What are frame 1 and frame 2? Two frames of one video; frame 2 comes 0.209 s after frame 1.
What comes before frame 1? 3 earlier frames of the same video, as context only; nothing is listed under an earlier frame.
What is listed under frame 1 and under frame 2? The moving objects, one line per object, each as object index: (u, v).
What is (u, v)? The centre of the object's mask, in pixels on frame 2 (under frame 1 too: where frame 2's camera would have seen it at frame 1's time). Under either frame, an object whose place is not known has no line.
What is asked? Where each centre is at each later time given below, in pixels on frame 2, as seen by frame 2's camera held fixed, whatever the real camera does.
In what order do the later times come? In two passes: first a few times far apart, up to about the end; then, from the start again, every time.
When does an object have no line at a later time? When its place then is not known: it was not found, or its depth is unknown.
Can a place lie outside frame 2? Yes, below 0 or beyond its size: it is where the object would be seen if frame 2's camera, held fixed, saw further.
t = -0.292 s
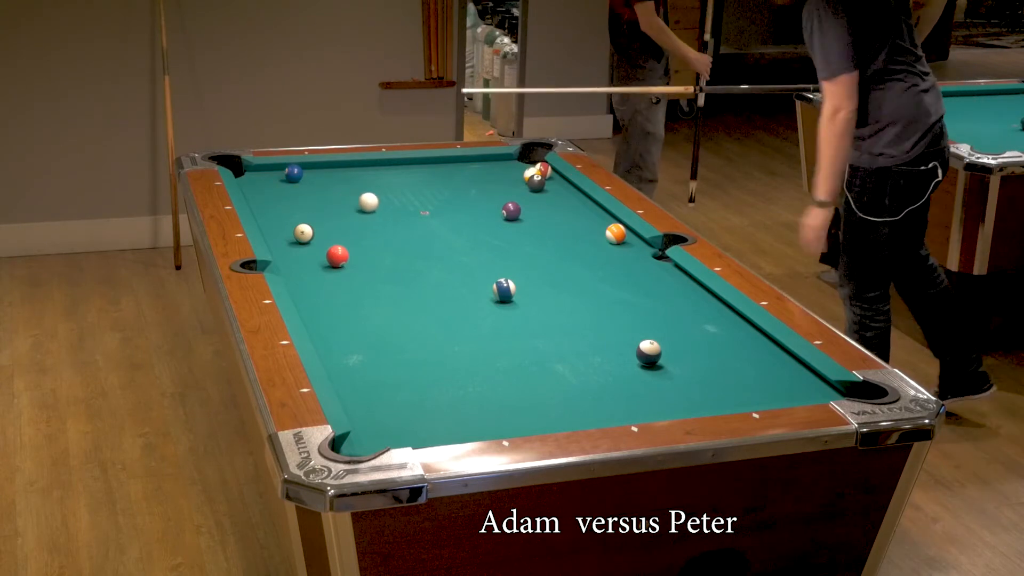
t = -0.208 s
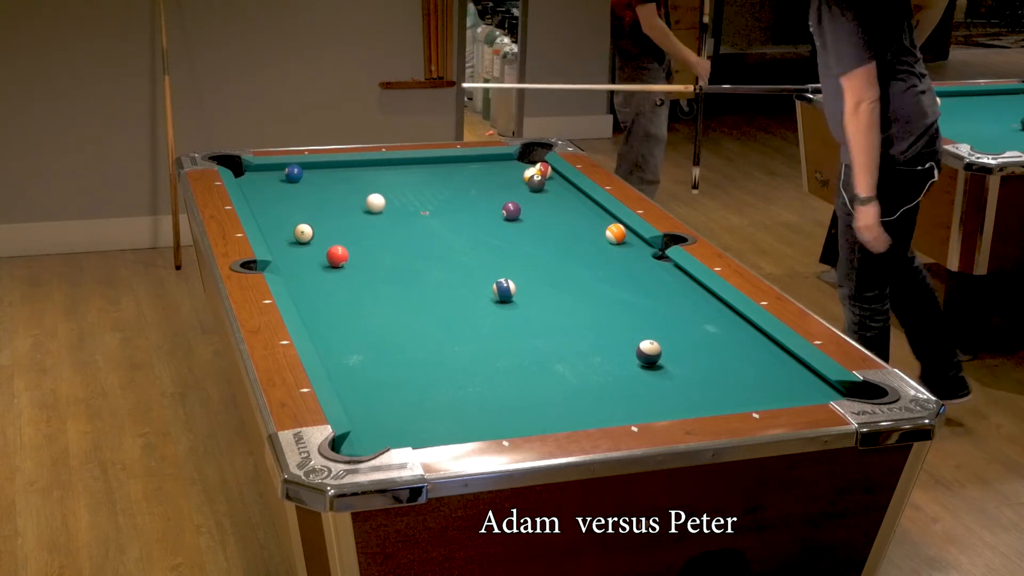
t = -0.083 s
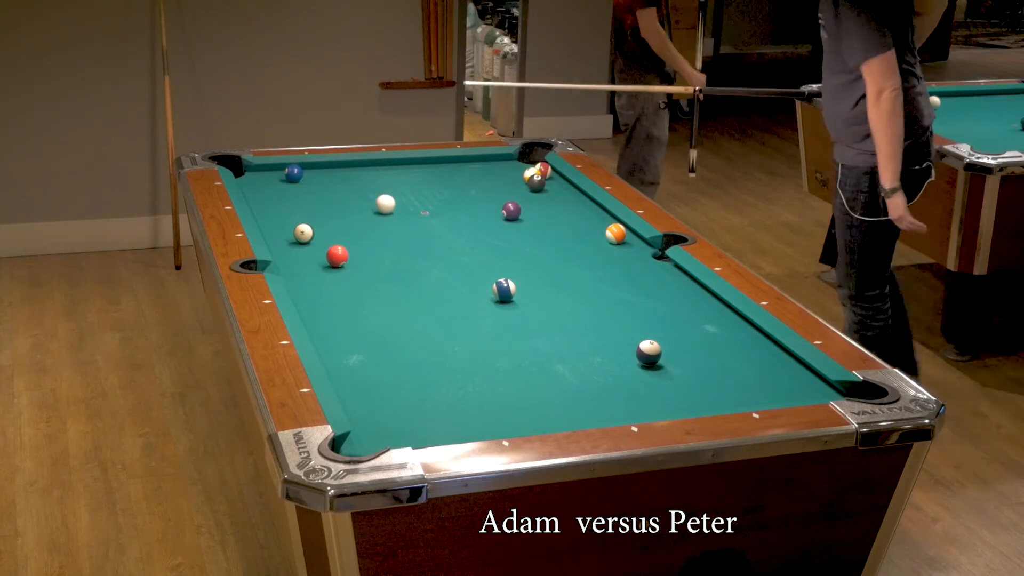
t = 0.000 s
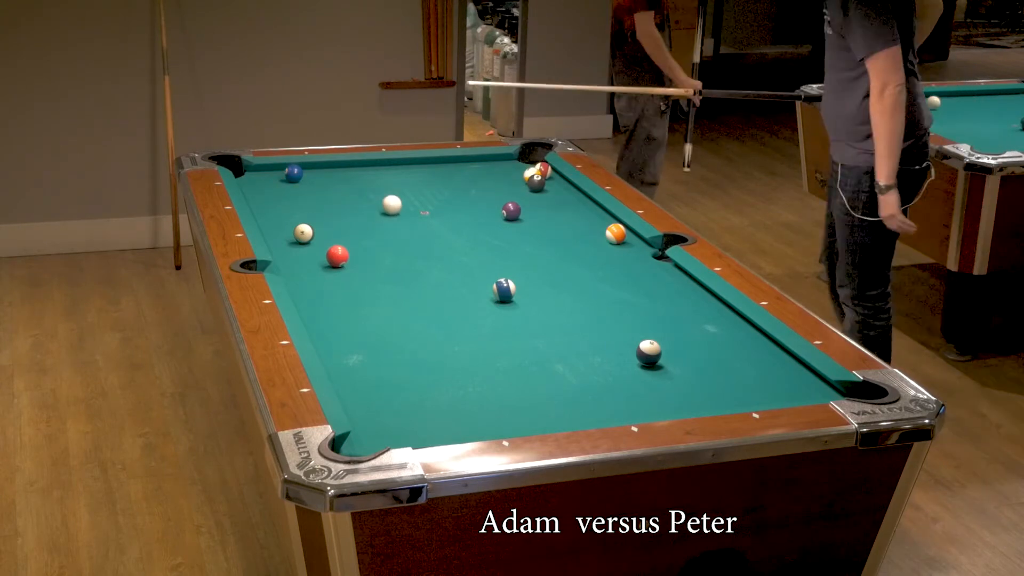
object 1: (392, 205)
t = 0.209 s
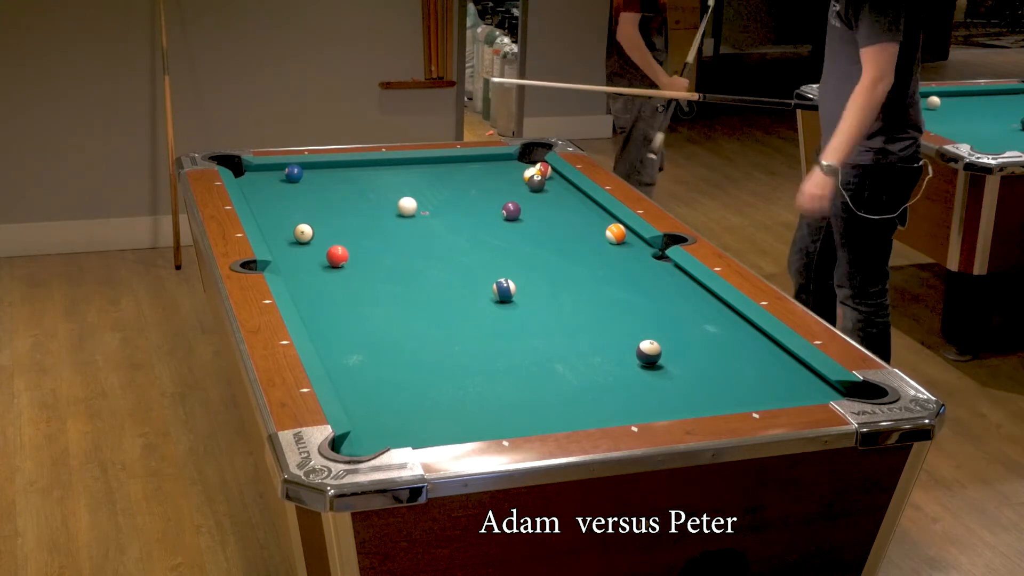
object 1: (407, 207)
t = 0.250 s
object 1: (410, 207)
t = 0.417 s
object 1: (422, 208)
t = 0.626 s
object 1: (435, 210)
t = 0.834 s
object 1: (447, 211)
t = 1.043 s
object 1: (458, 212)
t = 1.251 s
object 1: (468, 214)
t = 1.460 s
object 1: (476, 214)
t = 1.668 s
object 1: (483, 216)
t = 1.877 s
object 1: (489, 216)
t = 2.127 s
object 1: (495, 217)
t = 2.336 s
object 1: (498, 218)
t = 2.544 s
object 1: (500, 218)
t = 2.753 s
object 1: (501, 218)
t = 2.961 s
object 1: (502, 218)
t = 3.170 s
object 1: (502, 218)
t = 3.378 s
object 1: (502, 218)
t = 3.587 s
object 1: (502, 218)
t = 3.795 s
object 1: (502, 218)
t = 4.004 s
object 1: (502, 218)
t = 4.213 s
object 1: (502, 218)
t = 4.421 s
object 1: (502, 218)
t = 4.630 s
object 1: (502, 218)
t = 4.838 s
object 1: (502, 218)
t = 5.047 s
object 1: (502, 218)
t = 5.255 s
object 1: (502, 218)
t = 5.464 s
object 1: (502, 218)
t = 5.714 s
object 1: (502, 218)
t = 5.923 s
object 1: (502, 218)
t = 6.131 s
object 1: (502, 218)
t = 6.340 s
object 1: (502, 218)
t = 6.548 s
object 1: (502, 218)
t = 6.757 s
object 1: (502, 218)
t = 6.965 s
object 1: (502, 218)
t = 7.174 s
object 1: (502, 218)
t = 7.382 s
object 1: (502, 218)
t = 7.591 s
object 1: (502, 218)
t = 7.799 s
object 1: (502, 218)
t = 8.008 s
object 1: (502, 218)
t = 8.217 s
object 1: (502, 218)
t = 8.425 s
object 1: (502, 218)
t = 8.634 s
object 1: (502, 218)
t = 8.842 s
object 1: (502, 218)
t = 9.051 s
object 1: (502, 218)
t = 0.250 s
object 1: (410, 207)
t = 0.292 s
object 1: (413, 207)
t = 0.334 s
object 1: (416, 207)
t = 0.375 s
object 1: (419, 208)
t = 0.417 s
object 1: (422, 208)
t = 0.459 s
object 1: (424, 209)
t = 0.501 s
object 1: (427, 209)
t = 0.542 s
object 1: (430, 209)
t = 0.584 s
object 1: (432, 209)
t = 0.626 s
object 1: (435, 210)
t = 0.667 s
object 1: (437, 210)
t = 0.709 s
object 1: (440, 210)
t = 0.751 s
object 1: (442, 211)
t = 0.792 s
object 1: (445, 211)
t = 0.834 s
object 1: (447, 211)
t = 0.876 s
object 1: (449, 211)
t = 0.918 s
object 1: (452, 212)
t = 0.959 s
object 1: (454, 212)
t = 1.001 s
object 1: (456, 212)
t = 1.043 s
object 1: (458, 212)
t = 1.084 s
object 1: (460, 213)
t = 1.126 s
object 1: (462, 213)
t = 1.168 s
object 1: (464, 213)
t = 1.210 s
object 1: (466, 213)
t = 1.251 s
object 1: (468, 214)
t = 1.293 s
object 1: (469, 214)
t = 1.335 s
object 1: (471, 214)
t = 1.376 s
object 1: (473, 214)
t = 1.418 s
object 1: (474, 214)
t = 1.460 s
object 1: (476, 214)
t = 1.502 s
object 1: (478, 215)
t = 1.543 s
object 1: (479, 215)
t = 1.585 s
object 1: (480, 215)
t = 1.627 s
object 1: (482, 215)
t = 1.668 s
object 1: (483, 216)
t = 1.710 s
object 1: (484, 216)
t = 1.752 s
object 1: (486, 216)
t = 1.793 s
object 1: (487, 216)
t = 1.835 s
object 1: (488, 216)
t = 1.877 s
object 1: (489, 216)
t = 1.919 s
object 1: (491, 217)
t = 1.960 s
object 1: (491, 217)
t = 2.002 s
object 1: (492, 217)
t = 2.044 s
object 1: (493, 217)
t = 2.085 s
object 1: (494, 217)
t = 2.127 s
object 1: (495, 217)
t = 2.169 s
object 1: (496, 217)
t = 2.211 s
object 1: (496, 217)
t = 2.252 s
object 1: (497, 218)
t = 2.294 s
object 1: (498, 218)
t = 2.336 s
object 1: (498, 218)
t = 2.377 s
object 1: (499, 218)
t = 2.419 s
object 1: (499, 218)
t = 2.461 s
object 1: (500, 218)
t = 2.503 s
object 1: (500, 218)
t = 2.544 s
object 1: (500, 218)
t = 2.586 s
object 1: (501, 218)
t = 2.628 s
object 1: (501, 218)
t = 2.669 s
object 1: (501, 218)
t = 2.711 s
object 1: (501, 218)
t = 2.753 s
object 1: (501, 218)
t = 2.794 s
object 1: (501, 218)
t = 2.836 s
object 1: (501, 218)
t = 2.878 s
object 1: (501, 218)
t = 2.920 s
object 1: (501, 218)
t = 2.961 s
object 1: (502, 218)
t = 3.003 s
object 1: (502, 218)
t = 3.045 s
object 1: (502, 218)
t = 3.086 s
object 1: (502, 218)
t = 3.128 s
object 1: (502, 218)
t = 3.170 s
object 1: (502, 218)
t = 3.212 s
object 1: (502, 218)
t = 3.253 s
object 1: (502, 218)
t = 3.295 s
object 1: (502, 218)
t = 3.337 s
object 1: (502, 218)
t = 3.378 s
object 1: (502, 218)
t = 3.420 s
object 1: (502, 218)
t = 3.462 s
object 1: (502, 218)
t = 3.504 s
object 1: (502, 218)
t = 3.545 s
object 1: (502, 218)
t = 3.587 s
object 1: (502, 218)
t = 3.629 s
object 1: (502, 218)
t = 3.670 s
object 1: (502, 218)
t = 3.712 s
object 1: (502, 218)
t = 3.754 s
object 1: (502, 218)
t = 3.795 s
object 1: (502, 218)
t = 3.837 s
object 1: (502, 218)
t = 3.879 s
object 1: (502, 218)
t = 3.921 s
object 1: (502, 218)
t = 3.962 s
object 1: (502, 218)
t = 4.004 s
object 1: (502, 218)
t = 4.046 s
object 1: (502, 218)
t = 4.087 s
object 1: (502, 218)
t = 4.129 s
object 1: (502, 218)
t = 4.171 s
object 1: (502, 218)
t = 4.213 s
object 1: (502, 218)
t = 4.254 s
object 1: (502, 218)
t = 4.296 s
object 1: (502, 218)
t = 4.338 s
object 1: (502, 218)
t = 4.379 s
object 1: (502, 218)
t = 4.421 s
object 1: (502, 218)
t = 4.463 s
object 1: (502, 218)
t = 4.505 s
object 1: (502, 218)
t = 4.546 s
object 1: (502, 218)
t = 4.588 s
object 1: (502, 218)
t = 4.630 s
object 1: (502, 218)
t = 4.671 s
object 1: (502, 218)
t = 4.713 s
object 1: (502, 218)
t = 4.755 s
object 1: (502, 218)
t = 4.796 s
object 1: (502, 218)
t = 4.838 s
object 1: (502, 218)
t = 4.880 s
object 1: (502, 218)
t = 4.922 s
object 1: (502, 218)
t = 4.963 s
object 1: (502, 218)
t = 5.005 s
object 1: (502, 218)
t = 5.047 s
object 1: (502, 218)
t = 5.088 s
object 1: (502, 218)
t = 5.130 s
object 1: (502, 218)
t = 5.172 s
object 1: (502, 218)
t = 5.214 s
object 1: (502, 218)
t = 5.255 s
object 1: (502, 218)
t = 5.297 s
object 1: (502, 218)
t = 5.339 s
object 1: (502, 218)
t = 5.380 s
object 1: (502, 218)
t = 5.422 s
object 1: (502, 218)
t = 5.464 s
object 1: (502, 218)
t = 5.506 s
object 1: (502, 218)
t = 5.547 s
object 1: (502, 218)
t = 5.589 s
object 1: (502, 218)
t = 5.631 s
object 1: (502, 218)
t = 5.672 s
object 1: (502, 218)
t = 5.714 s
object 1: (502, 218)
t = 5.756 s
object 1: (502, 218)
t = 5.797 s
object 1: (502, 218)
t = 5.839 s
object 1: (502, 218)
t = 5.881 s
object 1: (502, 218)
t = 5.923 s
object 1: (502, 218)
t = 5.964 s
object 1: (502, 218)
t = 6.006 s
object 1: (502, 218)
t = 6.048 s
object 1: (502, 218)
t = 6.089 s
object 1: (502, 218)
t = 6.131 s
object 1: (502, 218)
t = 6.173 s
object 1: (502, 218)
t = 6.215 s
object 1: (502, 218)
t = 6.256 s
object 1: (502, 218)
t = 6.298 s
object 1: (502, 218)
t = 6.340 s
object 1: (502, 218)
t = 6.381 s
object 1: (502, 218)
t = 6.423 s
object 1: (502, 218)
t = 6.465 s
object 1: (502, 218)
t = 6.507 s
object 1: (502, 218)
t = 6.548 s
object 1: (502, 218)
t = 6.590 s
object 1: (502, 218)
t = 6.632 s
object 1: (502, 218)
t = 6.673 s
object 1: (502, 218)
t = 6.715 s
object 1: (502, 218)
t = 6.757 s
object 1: (502, 218)
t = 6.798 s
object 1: (502, 218)
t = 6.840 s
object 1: (502, 218)
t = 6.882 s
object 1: (502, 218)
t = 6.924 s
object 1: (502, 218)
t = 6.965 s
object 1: (502, 218)
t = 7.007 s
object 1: (502, 218)
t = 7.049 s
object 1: (502, 218)
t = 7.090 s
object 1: (502, 218)
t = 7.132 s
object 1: (502, 218)
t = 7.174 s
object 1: (502, 218)
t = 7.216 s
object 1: (502, 218)
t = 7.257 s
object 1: (502, 218)
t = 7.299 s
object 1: (502, 218)
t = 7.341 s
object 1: (502, 218)
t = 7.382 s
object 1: (502, 218)
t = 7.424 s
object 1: (502, 218)
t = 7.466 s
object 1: (502, 218)
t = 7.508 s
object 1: (502, 218)
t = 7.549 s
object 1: (502, 218)
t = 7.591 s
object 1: (502, 218)
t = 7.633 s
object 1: (502, 218)
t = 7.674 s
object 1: (502, 218)
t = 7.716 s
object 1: (502, 218)
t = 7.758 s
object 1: (502, 218)
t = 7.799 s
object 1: (502, 218)
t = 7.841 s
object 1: (502, 218)
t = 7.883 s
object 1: (502, 218)
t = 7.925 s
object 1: (502, 218)
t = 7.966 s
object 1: (502, 218)
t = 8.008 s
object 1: (502, 218)
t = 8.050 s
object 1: (502, 218)
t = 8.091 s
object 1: (502, 218)
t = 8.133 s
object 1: (502, 218)
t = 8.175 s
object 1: (502, 218)
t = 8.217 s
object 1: (502, 218)
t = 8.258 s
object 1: (502, 218)
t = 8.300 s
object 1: (502, 218)
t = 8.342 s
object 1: (502, 218)
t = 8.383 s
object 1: (502, 218)
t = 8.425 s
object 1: (502, 218)
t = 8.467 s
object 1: (502, 218)
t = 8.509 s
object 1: (502, 218)
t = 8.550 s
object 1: (502, 218)
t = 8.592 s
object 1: (502, 218)
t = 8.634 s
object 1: (502, 218)
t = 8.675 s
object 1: (502, 218)
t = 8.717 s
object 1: (502, 218)
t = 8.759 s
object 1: (502, 218)
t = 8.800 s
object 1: (502, 218)
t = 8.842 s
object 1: (502, 218)
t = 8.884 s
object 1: (502, 218)
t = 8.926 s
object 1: (502, 218)
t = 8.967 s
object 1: (502, 218)
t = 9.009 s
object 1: (502, 218)
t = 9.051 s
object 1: (502, 218)
